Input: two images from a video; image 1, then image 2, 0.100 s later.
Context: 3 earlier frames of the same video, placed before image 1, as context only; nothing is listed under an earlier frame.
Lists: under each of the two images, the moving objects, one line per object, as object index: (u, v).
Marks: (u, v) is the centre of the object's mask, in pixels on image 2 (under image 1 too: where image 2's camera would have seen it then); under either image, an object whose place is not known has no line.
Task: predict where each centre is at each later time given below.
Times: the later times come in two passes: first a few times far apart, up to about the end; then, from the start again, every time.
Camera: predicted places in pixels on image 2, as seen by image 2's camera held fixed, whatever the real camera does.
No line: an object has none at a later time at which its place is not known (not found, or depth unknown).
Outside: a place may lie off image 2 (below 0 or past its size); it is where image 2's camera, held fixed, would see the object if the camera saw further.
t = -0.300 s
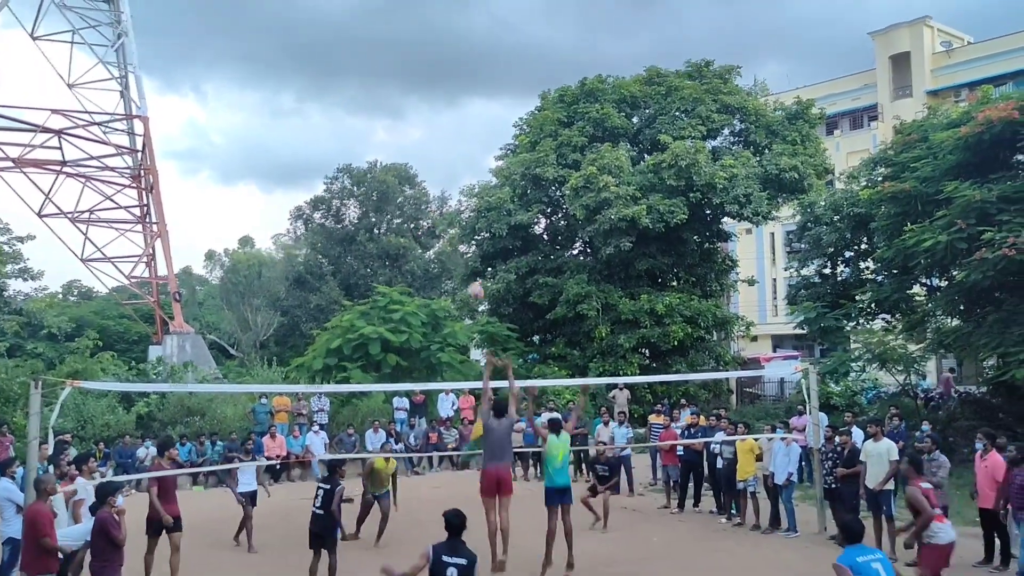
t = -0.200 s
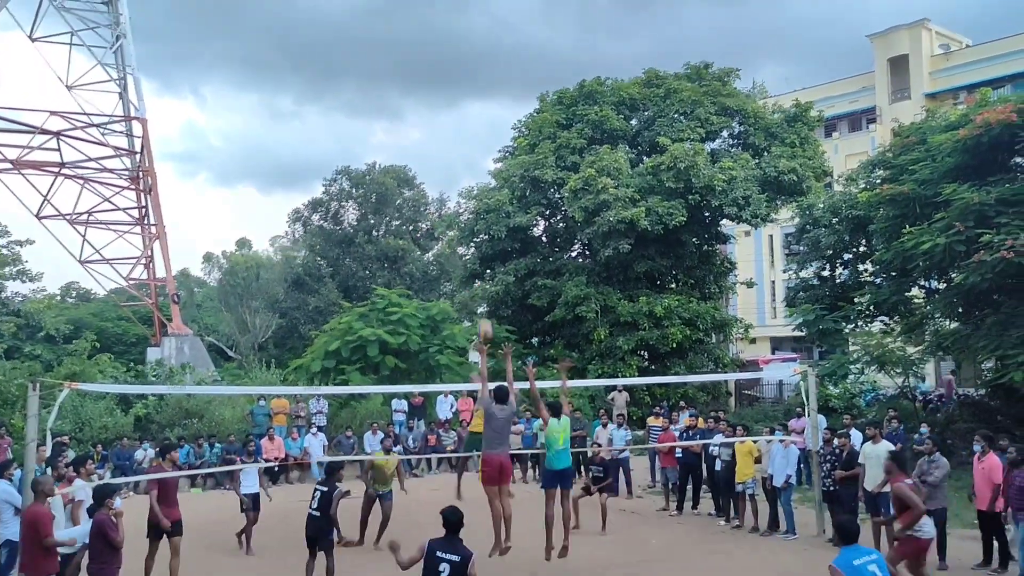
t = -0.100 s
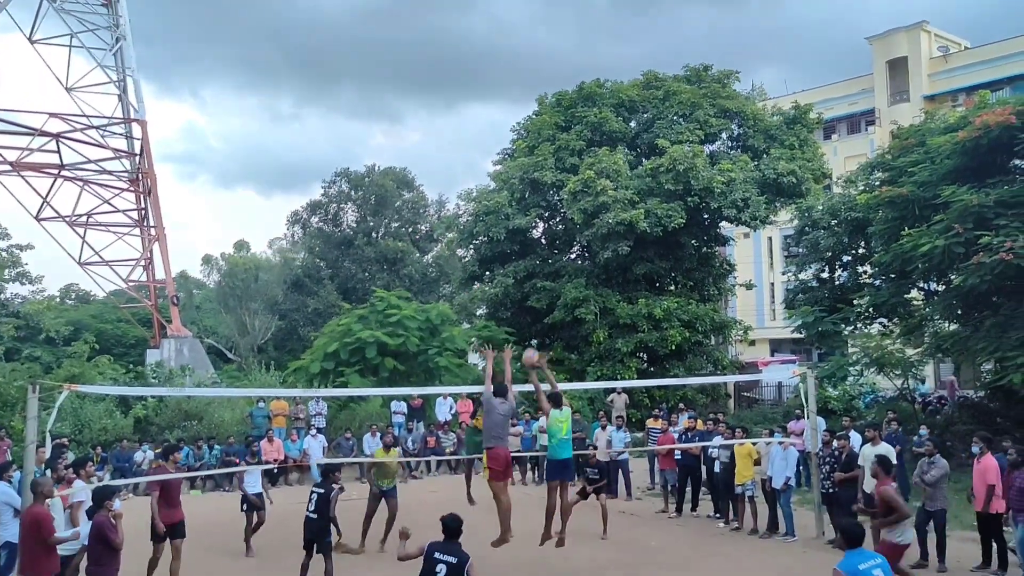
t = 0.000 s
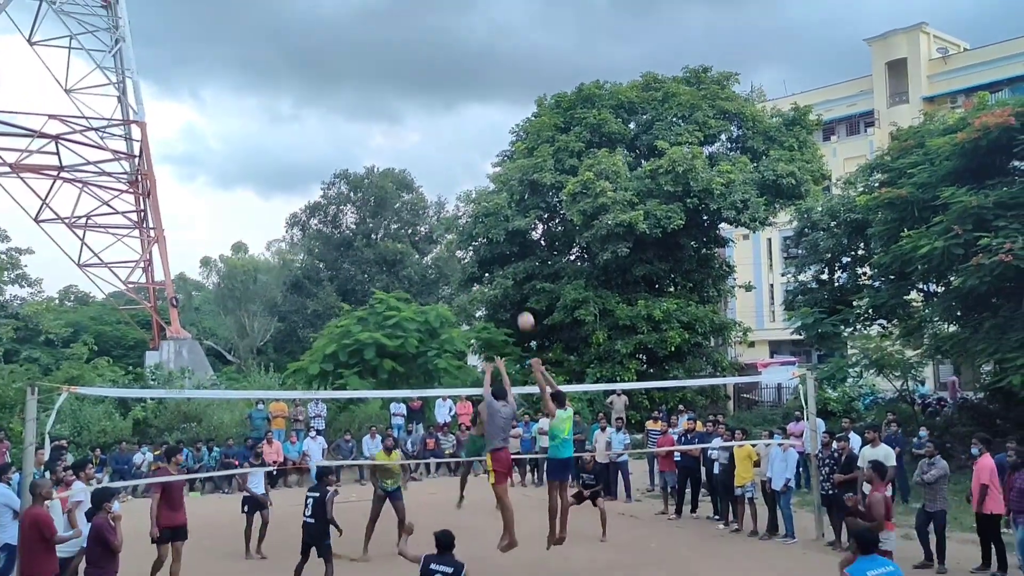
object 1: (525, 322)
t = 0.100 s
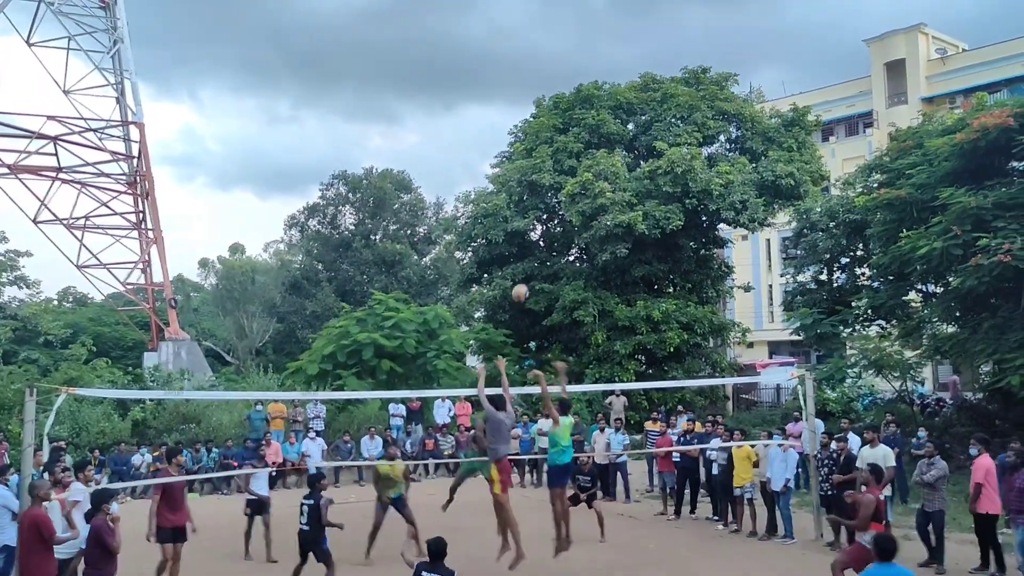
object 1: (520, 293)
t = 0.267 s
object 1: (513, 263)
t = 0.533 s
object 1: (503, 255)
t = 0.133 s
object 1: (519, 285)
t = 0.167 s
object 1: (517, 278)
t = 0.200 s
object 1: (515, 272)
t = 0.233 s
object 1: (514, 266)
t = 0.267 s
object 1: (513, 263)
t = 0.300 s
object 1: (511, 257)
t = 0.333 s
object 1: (510, 255)
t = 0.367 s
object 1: (509, 253)
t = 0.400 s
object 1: (507, 252)
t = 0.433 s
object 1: (506, 252)
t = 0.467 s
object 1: (505, 252)
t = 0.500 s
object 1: (504, 253)
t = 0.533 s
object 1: (503, 255)
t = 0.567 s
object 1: (502, 257)
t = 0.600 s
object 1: (501, 260)
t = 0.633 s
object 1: (500, 265)
